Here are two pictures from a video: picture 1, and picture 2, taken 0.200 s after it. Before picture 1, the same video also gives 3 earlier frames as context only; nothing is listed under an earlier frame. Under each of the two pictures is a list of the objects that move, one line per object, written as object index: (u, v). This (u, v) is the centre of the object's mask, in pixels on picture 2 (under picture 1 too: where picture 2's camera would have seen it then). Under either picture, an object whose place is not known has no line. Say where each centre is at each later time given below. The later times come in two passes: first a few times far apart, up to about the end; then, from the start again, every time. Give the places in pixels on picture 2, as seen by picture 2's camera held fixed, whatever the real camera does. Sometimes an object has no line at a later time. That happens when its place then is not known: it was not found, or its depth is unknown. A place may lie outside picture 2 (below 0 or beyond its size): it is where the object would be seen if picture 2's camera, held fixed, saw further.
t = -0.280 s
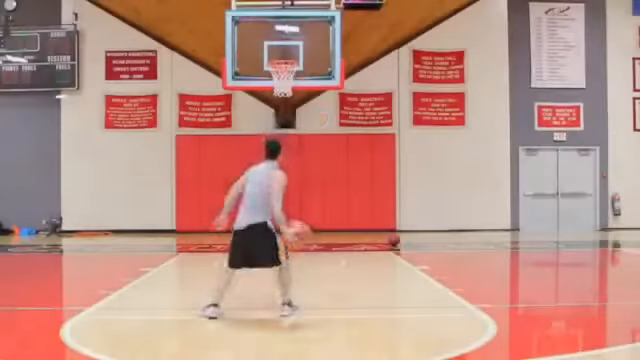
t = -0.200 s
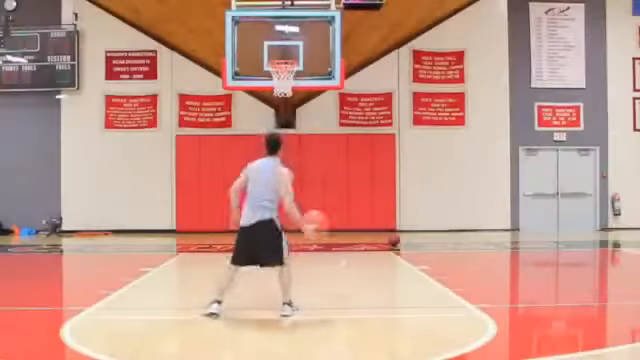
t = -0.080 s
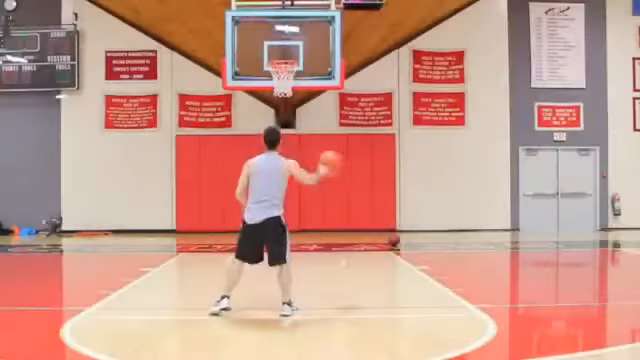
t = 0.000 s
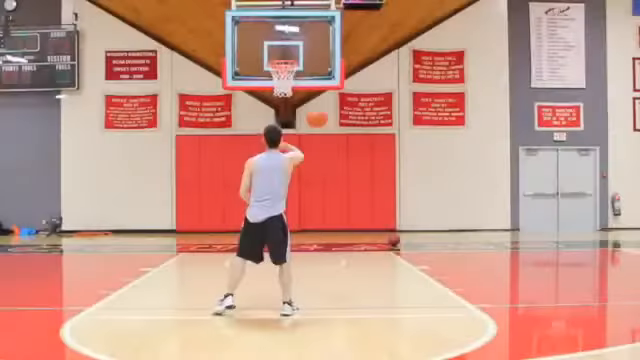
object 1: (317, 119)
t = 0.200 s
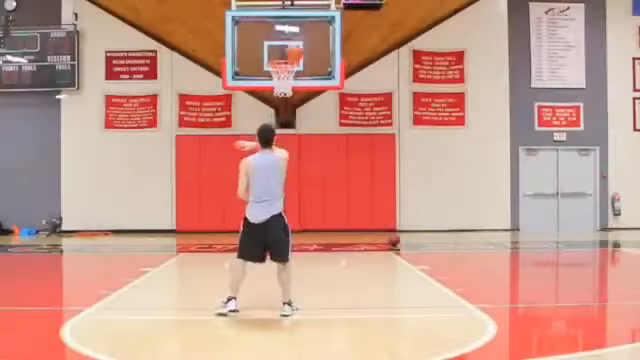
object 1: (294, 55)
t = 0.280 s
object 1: (287, 41)
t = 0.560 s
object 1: (264, 15)
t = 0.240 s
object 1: (291, 47)
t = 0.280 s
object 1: (287, 41)
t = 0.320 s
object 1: (286, 37)
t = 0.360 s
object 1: (282, 35)
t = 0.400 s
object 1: (281, 34)
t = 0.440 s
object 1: (279, 32)
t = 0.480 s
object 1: (273, 25)
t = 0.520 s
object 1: (268, 21)
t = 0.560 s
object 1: (264, 15)
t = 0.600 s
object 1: (257, 12)
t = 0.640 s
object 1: (251, 11)
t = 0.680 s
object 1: (245, 8)
